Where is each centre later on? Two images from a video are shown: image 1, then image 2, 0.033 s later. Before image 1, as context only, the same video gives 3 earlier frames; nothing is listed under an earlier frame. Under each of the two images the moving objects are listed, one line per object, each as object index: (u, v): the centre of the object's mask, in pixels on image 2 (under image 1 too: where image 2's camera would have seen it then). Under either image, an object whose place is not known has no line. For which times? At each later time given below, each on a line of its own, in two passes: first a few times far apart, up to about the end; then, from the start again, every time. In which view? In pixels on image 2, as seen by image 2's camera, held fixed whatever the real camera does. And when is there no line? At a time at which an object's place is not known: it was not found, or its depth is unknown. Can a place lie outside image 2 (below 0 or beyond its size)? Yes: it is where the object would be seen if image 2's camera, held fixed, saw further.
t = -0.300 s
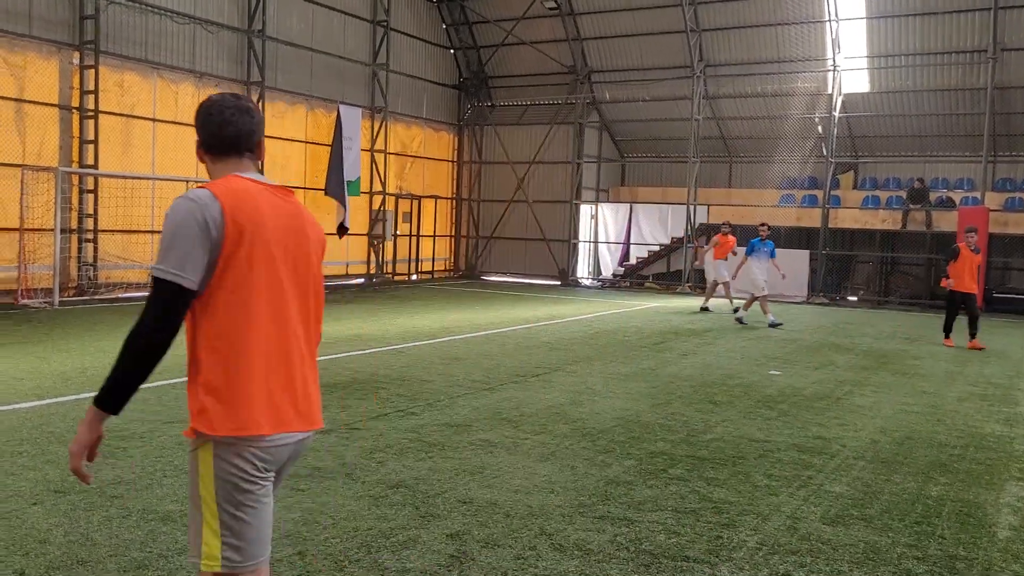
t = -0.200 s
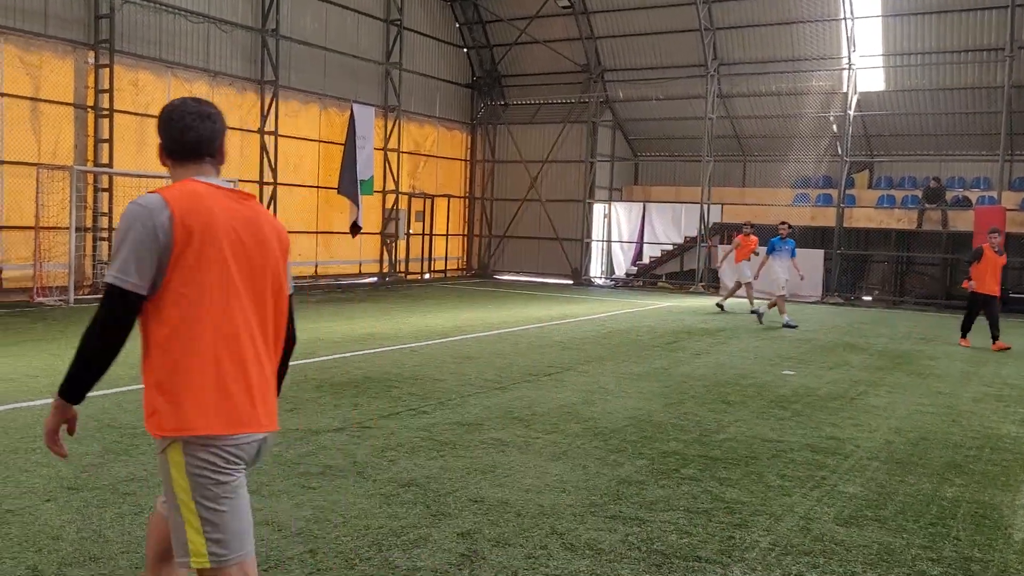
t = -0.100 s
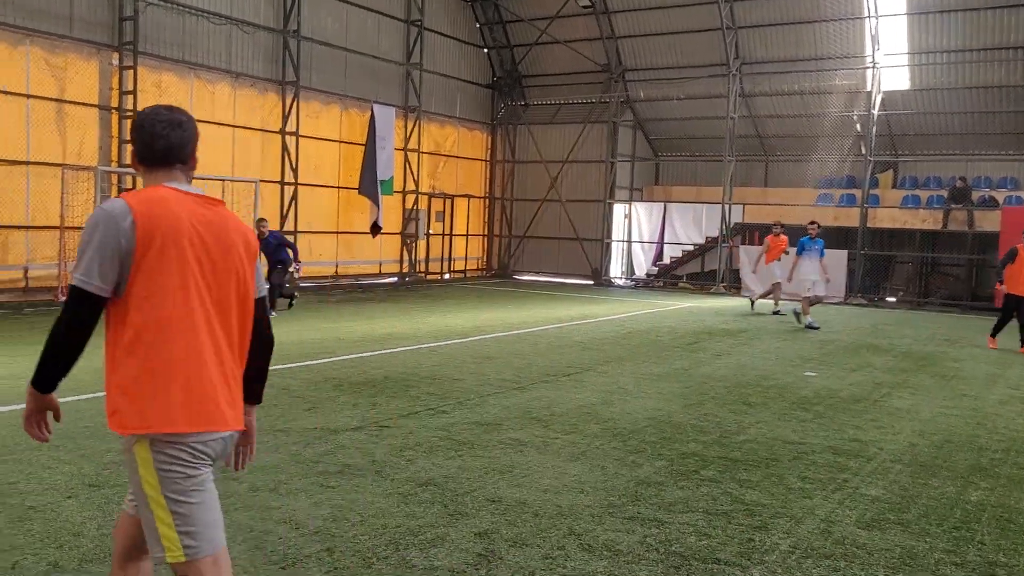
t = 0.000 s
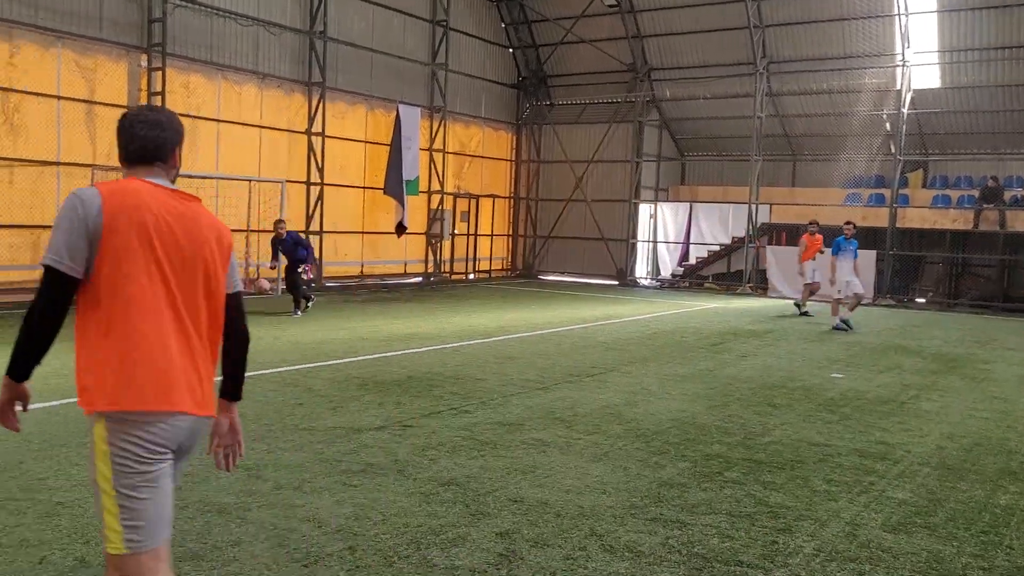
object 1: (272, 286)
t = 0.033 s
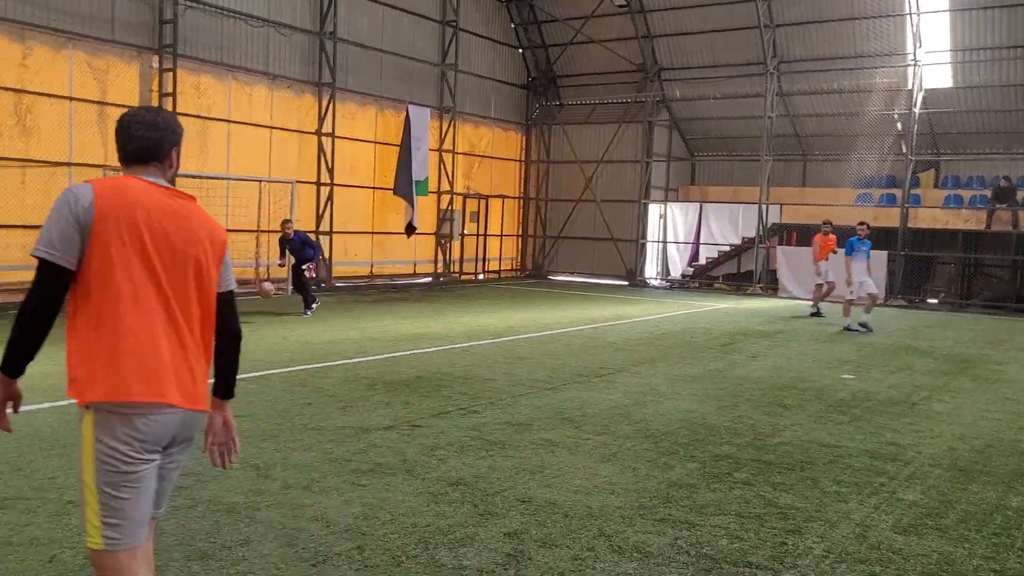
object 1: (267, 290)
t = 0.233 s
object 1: (227, 328)
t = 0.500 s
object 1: (180, 324)
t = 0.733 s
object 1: (128, 363)
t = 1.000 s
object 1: (41, 405)
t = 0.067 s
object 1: (260, 294)
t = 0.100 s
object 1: (254, 299)
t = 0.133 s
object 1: (248, 304)
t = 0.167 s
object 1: (241, 314)
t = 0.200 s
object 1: (233, 323)
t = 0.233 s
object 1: (227, 328)
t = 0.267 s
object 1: (222, 324)
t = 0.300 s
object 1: (217, 321)
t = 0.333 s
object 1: (211, 319)
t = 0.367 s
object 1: (205, 318)
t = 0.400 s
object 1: (199, 318)
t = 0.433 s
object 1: (193, 318)
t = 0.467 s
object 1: (187, 321)
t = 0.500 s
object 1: (180, 324)
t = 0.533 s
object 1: (174, 329)
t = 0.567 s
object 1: (166, 335)
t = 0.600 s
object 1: (160, 343)
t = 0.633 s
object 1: (153, 352)
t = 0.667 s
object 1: (145, 363)
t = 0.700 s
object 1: (137, 365)
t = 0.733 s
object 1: (128, 363)
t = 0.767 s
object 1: (119, 364)
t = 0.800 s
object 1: (109, 365)
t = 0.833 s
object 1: (99, 368)
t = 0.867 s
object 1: (89, 372)
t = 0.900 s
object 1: (78, 378)
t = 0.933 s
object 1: (66, 387)
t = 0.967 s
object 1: (54, 397)
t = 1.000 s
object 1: (41, 405)
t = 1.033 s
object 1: (28, 405)
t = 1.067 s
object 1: (14, 407)
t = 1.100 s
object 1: (-1, 411)
